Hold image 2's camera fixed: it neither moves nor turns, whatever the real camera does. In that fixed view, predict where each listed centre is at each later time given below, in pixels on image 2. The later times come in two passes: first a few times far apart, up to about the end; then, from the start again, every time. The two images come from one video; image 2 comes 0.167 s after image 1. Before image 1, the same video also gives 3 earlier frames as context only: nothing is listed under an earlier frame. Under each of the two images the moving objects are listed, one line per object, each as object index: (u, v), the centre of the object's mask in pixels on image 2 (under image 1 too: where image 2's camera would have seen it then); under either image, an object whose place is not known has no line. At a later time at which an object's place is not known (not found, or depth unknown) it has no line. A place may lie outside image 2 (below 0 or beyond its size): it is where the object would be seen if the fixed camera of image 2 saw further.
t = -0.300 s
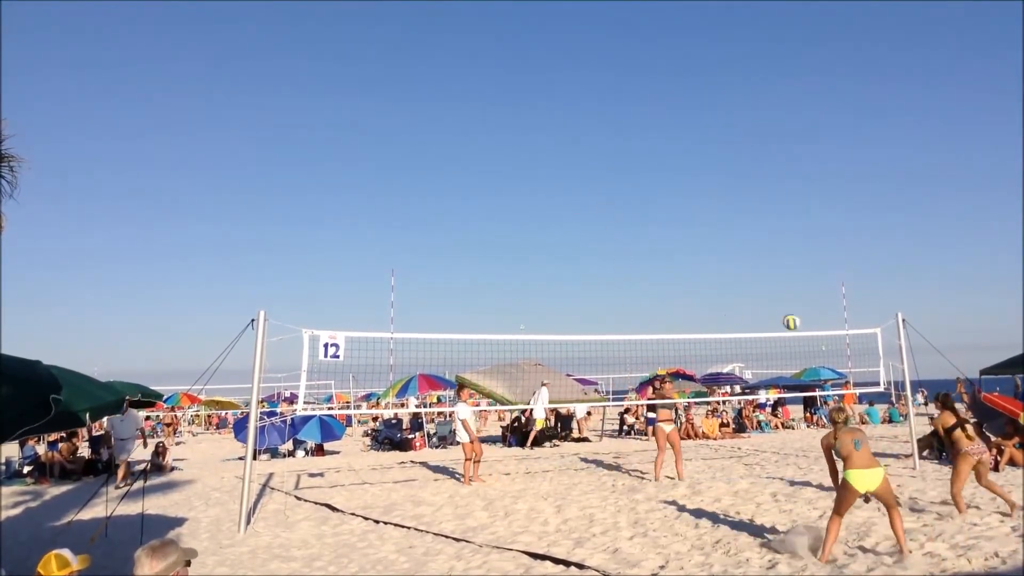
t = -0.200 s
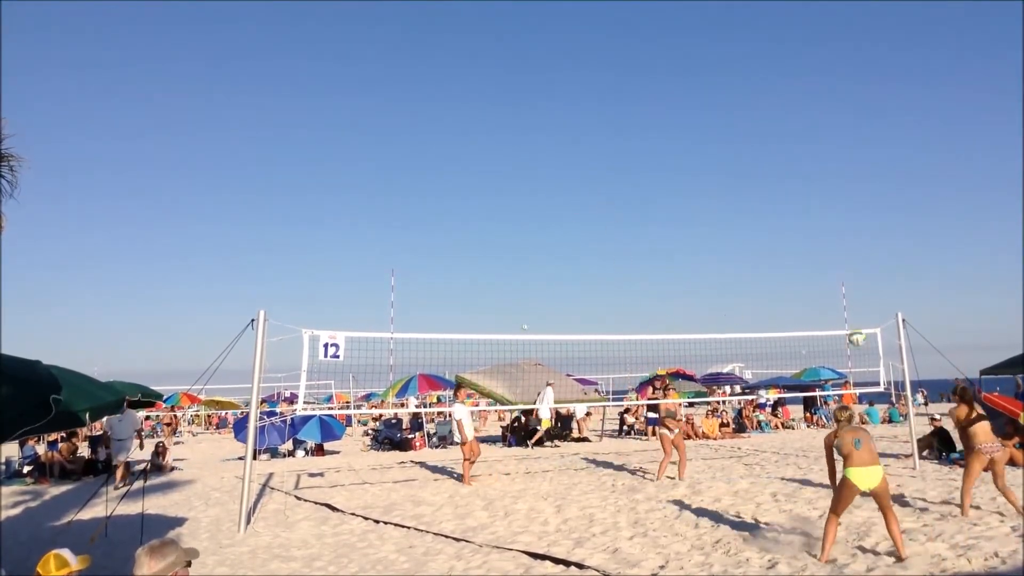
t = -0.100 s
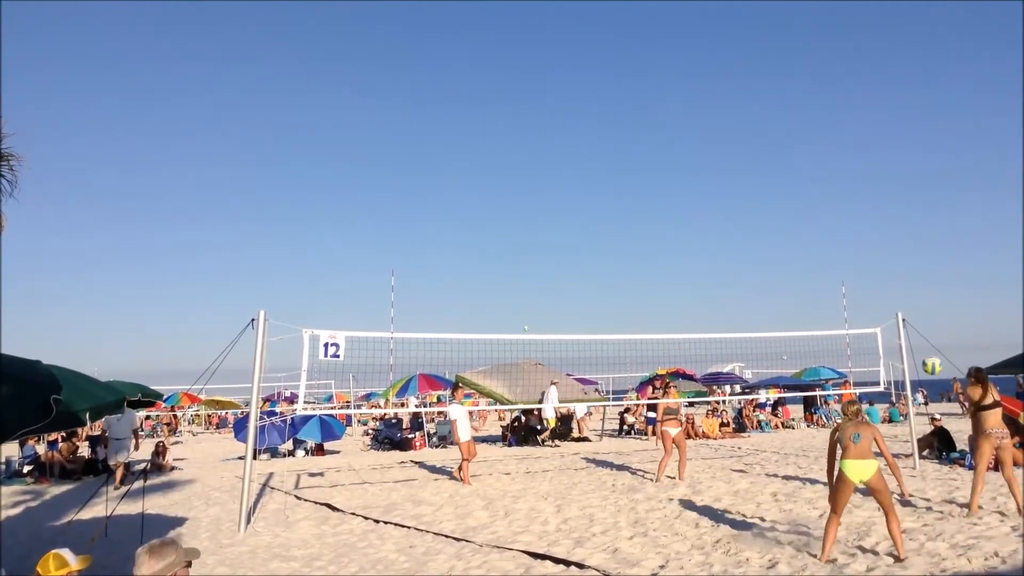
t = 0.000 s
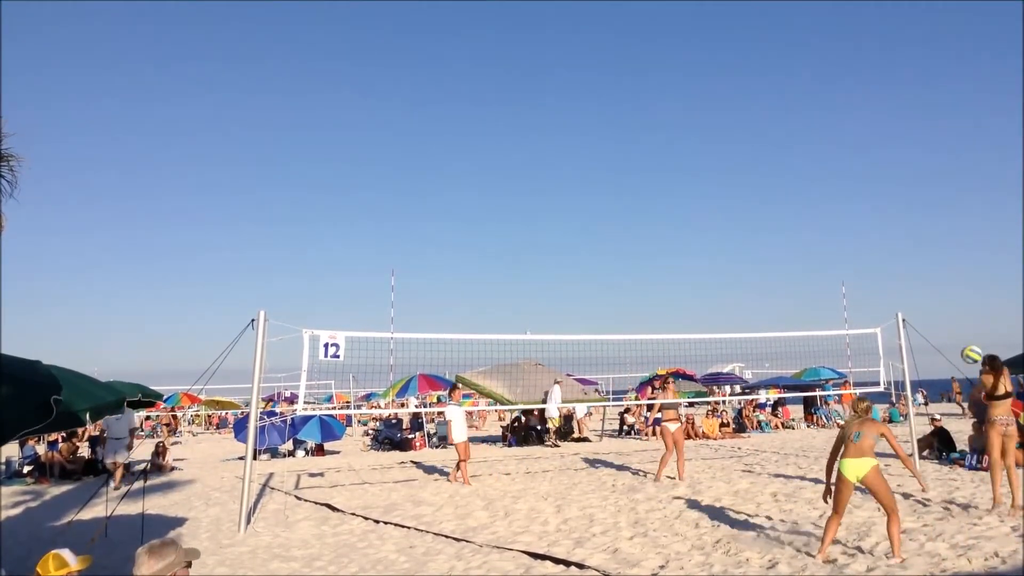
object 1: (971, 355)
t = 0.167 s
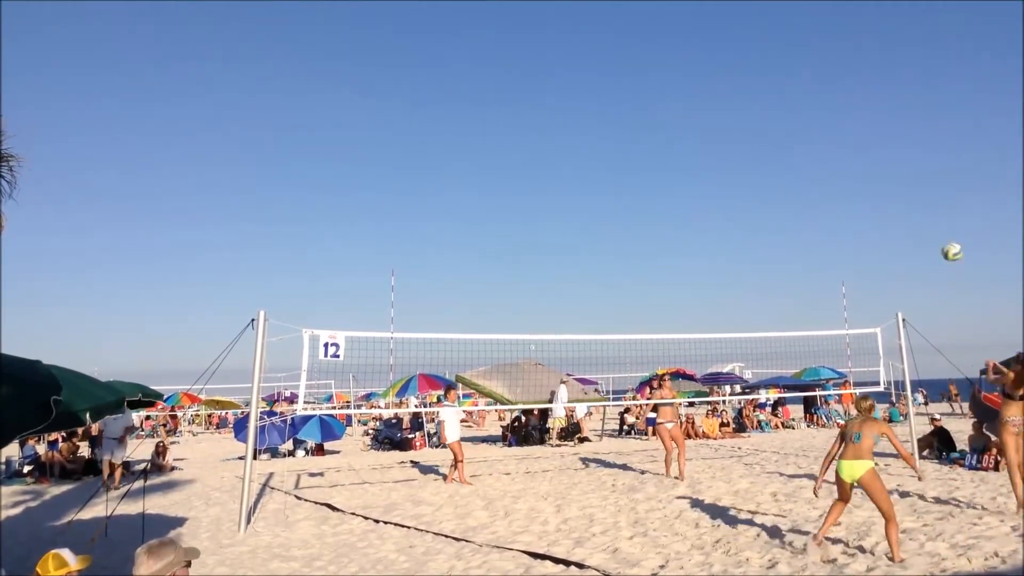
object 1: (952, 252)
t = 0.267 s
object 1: (940, 202)
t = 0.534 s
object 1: (911, 110)
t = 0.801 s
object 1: (885, 77)
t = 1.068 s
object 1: (860, 101)
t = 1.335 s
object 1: (838, 188)
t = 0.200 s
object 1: (948, 234)
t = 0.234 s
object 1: (944, 218)
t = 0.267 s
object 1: (940, 202)
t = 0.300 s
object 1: (937, 187)
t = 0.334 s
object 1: (933, 173)
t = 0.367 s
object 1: (930, 161)
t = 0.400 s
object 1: (926, 149)
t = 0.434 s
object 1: (922, 138)
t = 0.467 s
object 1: (918, 128)
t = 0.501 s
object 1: (915, 119)
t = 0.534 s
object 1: (911, 110)
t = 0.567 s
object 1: (907, 103)
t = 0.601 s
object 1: (904, 96)
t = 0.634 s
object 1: (901, 91)
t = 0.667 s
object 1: (898, 87)
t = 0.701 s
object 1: (894, 83)
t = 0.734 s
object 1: (891, 79)
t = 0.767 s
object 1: (888, 78)
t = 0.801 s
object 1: (885, 77)
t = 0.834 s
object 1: (881, 77)
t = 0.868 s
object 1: (878, 78)
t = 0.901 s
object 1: (875, 79)
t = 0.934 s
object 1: (872, 82)
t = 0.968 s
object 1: (869, 85)
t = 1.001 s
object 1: (866, 90)
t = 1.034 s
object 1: (863, 95)
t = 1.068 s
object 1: (860, 101)
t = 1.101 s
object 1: (857, 109)
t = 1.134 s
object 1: (854, 118)
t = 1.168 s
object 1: (851, 127)
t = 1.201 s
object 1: (849, 137)
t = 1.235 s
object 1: (846, 148)
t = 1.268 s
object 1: (843, 161)
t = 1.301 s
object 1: (841, 174)
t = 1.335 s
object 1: (838, 188)
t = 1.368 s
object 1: (835, 203)
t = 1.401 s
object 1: (832, 219)
